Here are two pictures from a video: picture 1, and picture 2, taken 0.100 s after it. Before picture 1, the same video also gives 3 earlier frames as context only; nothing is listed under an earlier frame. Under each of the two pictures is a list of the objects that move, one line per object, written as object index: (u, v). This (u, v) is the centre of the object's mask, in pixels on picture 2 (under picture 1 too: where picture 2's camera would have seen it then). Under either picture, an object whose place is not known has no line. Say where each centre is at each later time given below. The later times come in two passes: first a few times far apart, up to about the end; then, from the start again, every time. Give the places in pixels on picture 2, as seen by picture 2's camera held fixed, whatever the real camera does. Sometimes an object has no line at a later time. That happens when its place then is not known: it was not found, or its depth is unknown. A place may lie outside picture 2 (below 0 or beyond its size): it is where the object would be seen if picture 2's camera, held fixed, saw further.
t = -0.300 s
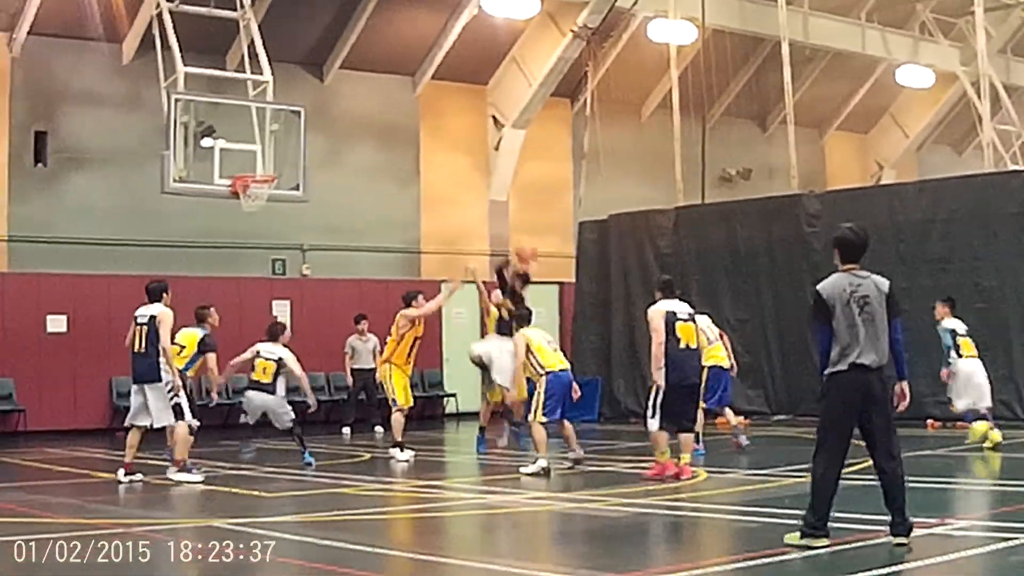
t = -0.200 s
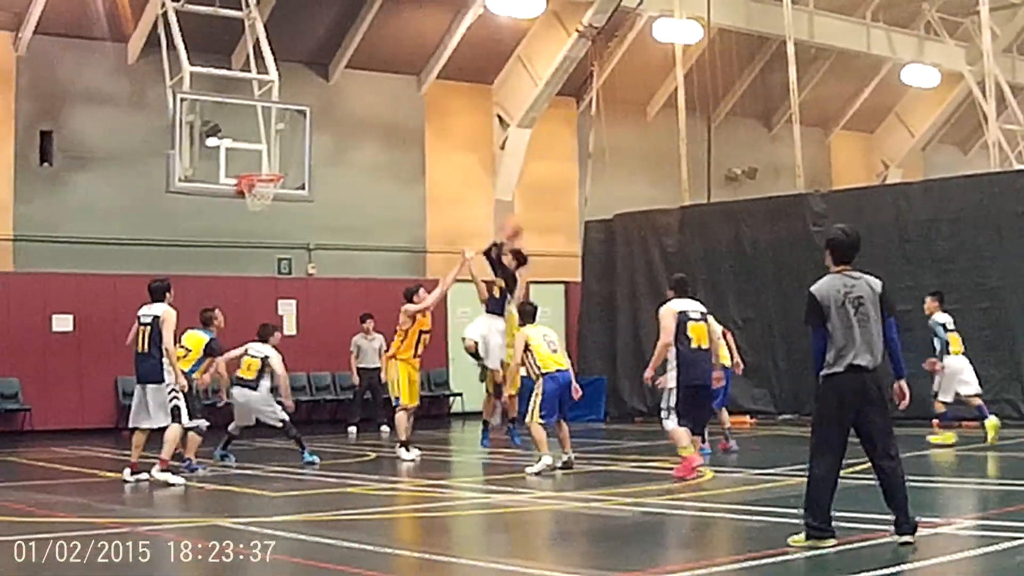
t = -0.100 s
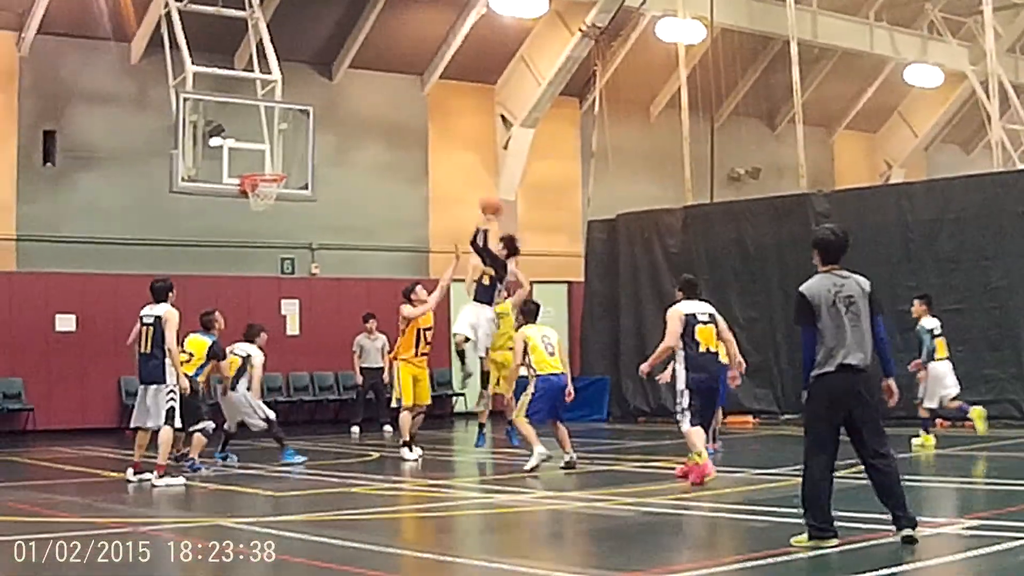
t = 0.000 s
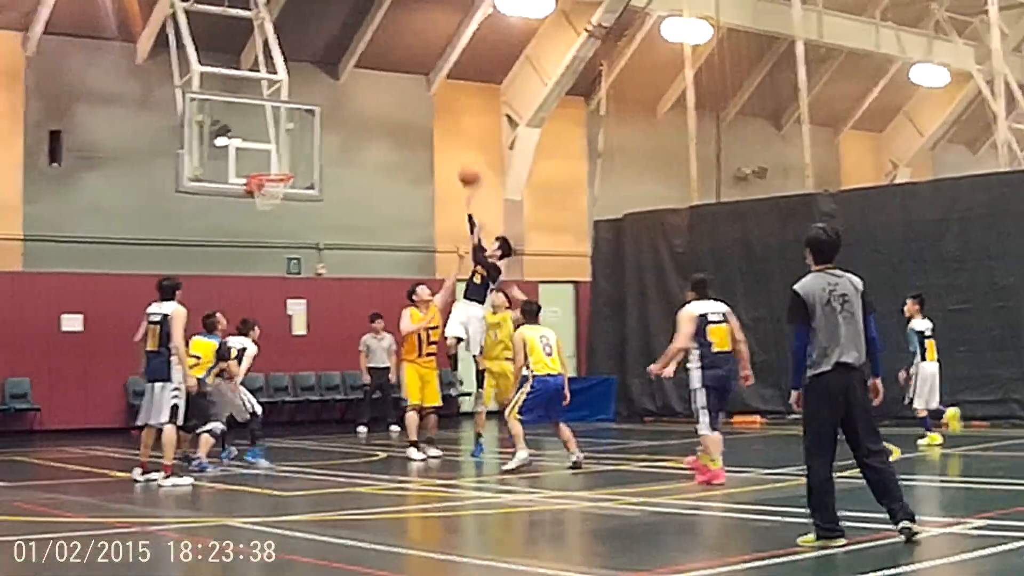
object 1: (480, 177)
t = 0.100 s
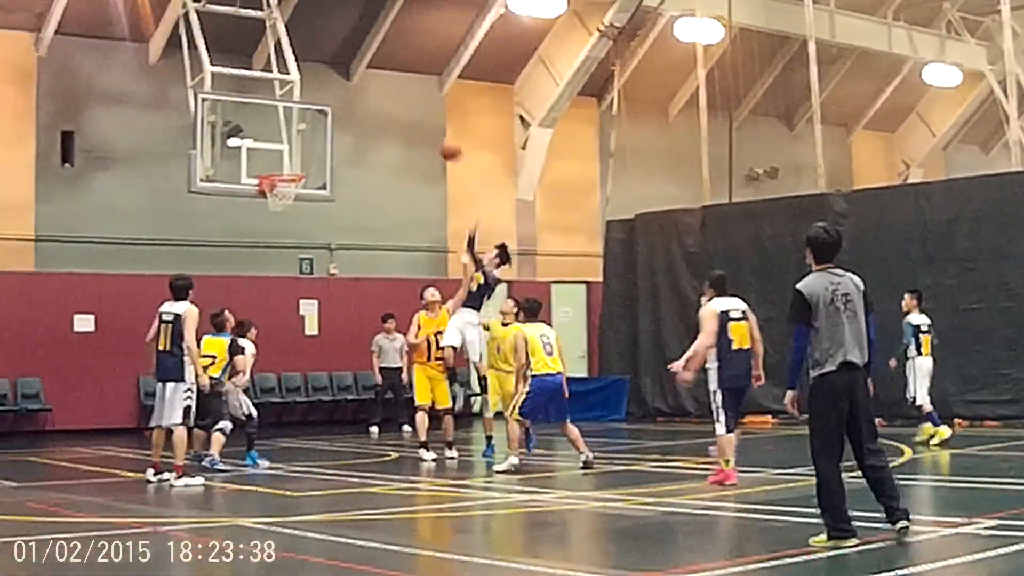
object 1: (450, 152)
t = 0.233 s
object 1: (411, 128)
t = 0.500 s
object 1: (331, 132)
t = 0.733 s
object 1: (276, 183)
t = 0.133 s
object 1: (440, 142)
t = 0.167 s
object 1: (431, 137)
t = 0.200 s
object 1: (421, 132)
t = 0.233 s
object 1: (411, 128)
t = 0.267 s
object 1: (401, 126)
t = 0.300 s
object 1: (390, 124)
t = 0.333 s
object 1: (380, 123)
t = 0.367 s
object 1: (371, 123)
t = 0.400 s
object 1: (361, 124)
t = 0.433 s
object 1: (351, 126)
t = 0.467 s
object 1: (341, 129)
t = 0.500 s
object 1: (331, 132)
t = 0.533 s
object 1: (321, 137)
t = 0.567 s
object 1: (312, 143)
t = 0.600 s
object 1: (303, 149)
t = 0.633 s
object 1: (293, 158)
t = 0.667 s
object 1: (283, 165)
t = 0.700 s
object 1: (273, 170)
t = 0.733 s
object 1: (276, 183)
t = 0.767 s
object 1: (282, 192)
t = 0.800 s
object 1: (290, 201)
